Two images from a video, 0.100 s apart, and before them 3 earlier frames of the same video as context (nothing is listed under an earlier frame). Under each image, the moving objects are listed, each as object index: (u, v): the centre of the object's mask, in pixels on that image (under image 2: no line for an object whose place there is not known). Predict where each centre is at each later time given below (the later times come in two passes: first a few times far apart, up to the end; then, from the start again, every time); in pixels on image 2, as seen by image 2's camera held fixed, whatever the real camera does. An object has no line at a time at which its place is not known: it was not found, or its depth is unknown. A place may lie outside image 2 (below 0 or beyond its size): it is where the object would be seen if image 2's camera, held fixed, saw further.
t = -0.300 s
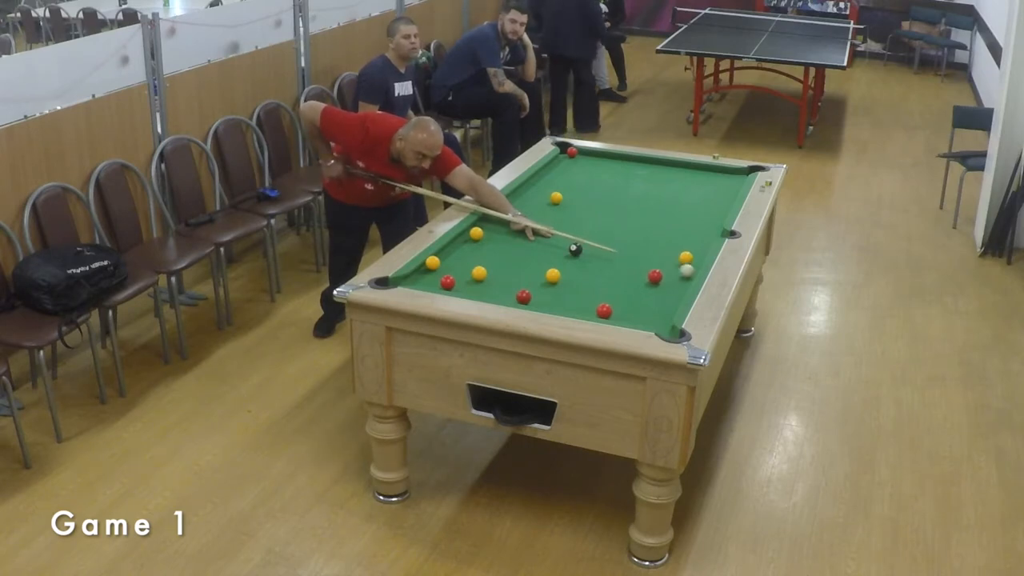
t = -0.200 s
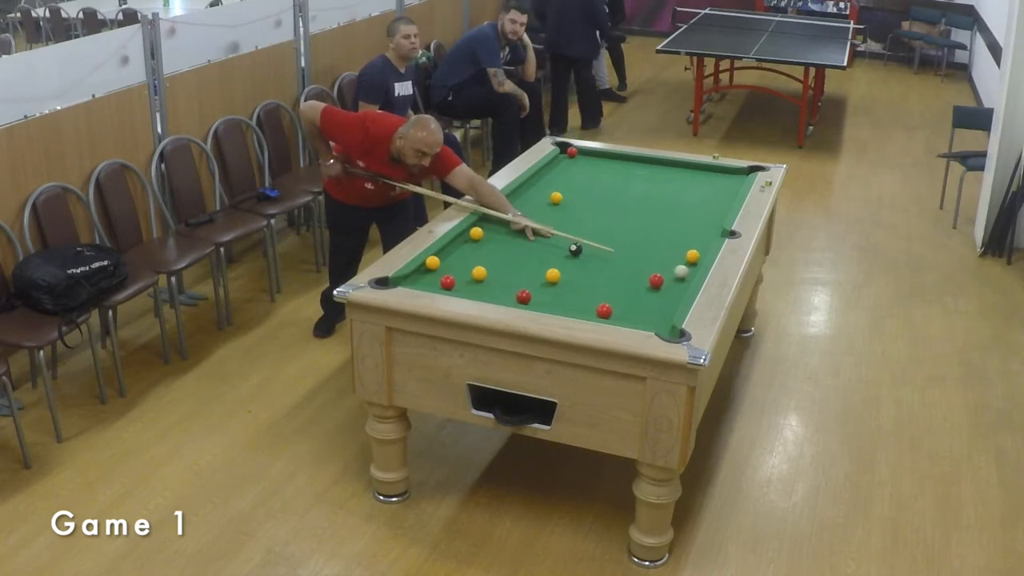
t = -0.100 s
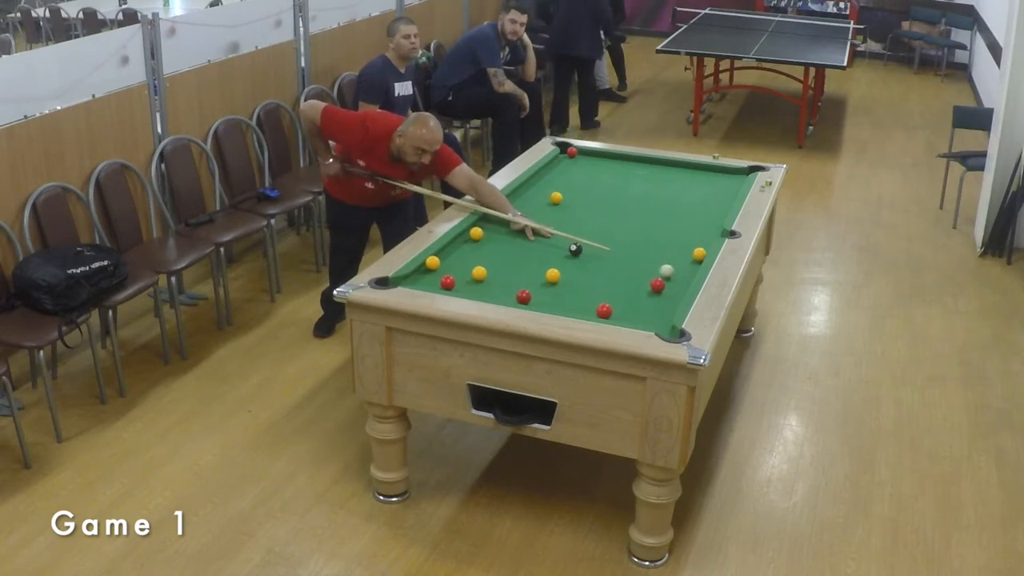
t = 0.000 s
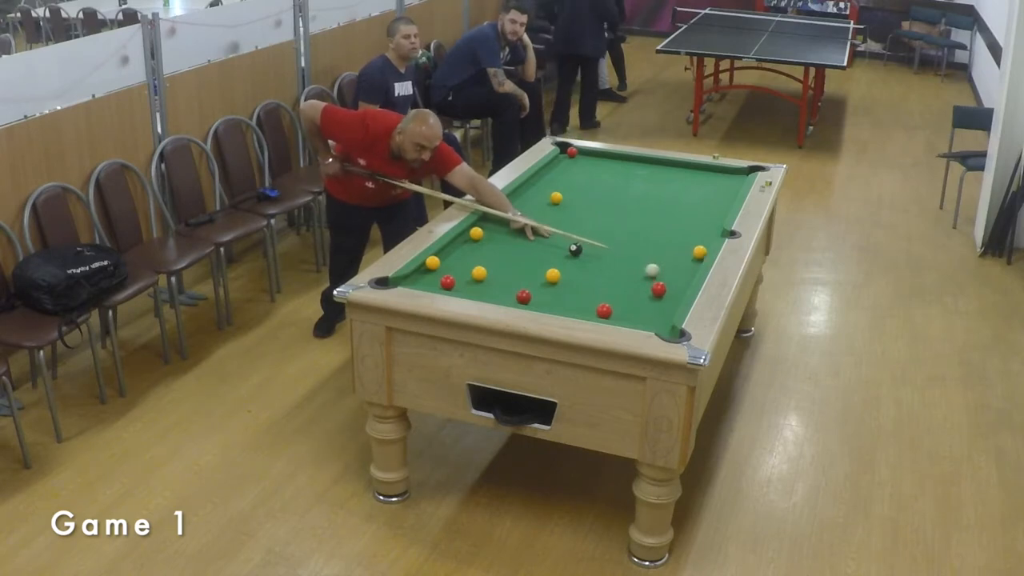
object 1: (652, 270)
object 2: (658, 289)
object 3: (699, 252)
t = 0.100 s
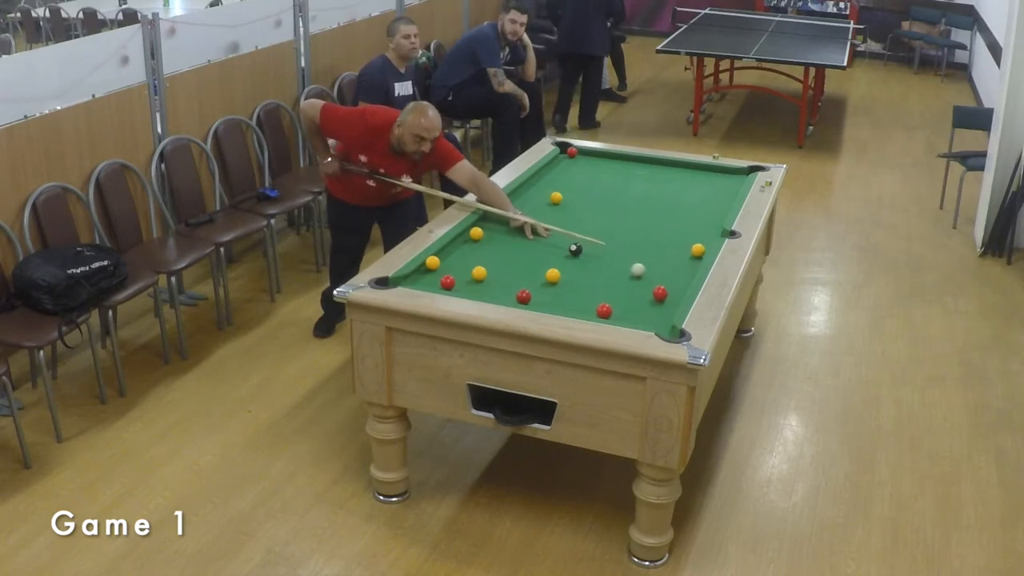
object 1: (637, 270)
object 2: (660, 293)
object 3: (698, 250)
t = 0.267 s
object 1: (614, 268)
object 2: (662, 300)
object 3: (695, 246)
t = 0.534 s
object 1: (579, 267)
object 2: (665, 311)
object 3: (691, 242)
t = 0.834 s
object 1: (541, 265)
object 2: (660, 321)
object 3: (687, 237)
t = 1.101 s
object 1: (509, 264)
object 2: (654, 326)
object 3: (684, 233)
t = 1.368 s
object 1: (480, 261)
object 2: (657, 325)
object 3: (682, 230)
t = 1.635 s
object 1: (452, 262)
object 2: (664, 325)
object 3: (679, 228)
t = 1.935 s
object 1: (442, 259)
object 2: (662, 323)
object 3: (677, 227)
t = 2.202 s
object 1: (437, 256)
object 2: (661, 323)
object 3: (677, 225)
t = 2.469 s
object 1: (441, 257)
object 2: (661, 323)
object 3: (676, 225)
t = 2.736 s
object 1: (443, 257)
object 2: (660, 323)
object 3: (676, 225)
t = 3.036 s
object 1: (444, 257)
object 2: (660, 323)
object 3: (675, 225)
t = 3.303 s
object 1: (444, 257)
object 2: (661, 323)
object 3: (676, 225)
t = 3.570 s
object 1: (444, 257)
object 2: (661, 323)
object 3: (675, 225)
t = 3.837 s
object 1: (444, 257)
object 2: (661, 323)
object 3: (675, 225)
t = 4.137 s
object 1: (444, 257)
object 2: (660, 323)
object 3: (675, 225)
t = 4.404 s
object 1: (444, 257)
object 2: (661, 323)
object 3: (675, 225)
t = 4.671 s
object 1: (444, 257)
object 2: (661, 323)
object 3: (675, 225)
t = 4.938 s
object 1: (444, 257)
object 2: (661, 323)
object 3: (675, 225)
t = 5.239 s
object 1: (444, 257)
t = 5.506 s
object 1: (443, 257)
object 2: (660, 323)
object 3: (675, 225)
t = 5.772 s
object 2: (660, 323)
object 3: (675, 225)
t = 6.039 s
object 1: (445, 257)
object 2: (660, 323)
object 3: (675, 225)
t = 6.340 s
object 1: (444, 257)
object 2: (660, 323)
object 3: (675, 225)
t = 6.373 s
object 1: (444, 257)
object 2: (661, 323)
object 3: (675, 225)
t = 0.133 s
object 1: (633, 269)
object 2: (660, 294)
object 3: (697, 249)
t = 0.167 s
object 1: (628, 269)
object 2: (661, 296)
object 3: (696, 248)
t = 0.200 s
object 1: (624, 269)
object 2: (661, 297)
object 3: (696, 248)
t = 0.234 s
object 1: (619, 269)
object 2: (661, 298)
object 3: (695, 247)
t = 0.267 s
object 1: (614, 268)
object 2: (662, 300)
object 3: (695, 246)
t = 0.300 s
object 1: (610, 268)
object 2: (662, 301)
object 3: (694, 246)
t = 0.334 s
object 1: (605, 268)
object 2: (663, 303)
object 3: (694, 245)
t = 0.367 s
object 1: (601, 268)
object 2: (663, 304)
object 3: (693, 244)
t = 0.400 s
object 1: (596, 268)
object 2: (663, 306)
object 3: (693, 244)
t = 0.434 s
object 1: (592, 268)
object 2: (664, 307)
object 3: (692, 243)
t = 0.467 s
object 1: (588, 268)
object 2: (664, 308)
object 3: (692, 243)
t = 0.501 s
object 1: (583, 267)
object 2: (665, 310)
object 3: (691, 242)
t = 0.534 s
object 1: (579, 267)
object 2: (665, 311)
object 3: (691, 242)
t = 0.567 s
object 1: (574, 267)
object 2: (666, 313)
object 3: (690, 241)
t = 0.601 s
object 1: (570, 267)
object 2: (666, 314)
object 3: (690, 240)
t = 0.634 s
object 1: (566, 267)
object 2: (666, 315)
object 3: (690, 240)
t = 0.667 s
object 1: (562, 266)
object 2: (666, 316)
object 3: (689, 239)
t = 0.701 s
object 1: (558, 265)
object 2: (665, 317)
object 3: (689, 239)
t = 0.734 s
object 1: (553, 264)
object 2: (664, 318)
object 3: (688, 238)
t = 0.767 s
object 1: (549, 264)
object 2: (663, 319)
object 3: (688, 238)
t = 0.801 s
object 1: (545, 265)
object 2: (662, 320)
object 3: (687, 237)
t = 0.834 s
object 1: (541, 265)
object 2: (660, 321)
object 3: (687, 237)
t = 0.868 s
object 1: (537, 265)
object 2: (659, 321)
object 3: (687, 237)
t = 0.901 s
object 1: (533, 265)
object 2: (658, 322)
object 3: (686, 236)
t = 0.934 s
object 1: (529, 265)
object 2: (657, 323)
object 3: (686, 236)
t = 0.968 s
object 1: (525, 265)
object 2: (656, 324)
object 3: (686, 235)
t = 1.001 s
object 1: (521, 265)
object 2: (656, 325)
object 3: (685, 235)
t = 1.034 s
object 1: (517, 264)
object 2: (655, 325)
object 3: (685, 234)
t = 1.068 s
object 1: (513, 264)
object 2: (654, 325)
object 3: (685, 234)
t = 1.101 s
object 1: (509, 264)
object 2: (654, 326)
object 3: (684, 233)
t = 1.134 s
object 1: (506, 264)
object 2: (653, 326)
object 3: (684, 233)
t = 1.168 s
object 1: (502, 264)
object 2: (653, 326)
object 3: (683, 233)
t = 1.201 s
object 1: (498, 264)
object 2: (654, 326)
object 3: (683, 232)
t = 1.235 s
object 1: (494, 264)
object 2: (655, 326)
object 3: (683, 232)
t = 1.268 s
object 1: (491, 263)
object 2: (655, 326)
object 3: (683, 232)
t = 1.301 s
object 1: (487, 263)
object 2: (656, 326)
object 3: (682, 231)
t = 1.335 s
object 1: (484, 262)
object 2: (657, 326)
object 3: (682, 231)
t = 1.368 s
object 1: (480, 261)
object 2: (657, 325)
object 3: (682, 230)
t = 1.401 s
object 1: (476, 262)
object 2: (658, 326)
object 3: (681, 230)
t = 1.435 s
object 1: (472, 262)
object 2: (659, 325)
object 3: (681, 230)
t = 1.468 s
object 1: (469, 262)
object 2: (660, 326)
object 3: (681, 230)
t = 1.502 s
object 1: (466, 262)
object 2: (661, 325)
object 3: (681, 229)
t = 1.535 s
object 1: (462, 262)
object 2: (661, 325)
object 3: (680, 229)
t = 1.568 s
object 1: (459, 262)
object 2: (662, 325)
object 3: (680, 229)
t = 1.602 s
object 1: (456, 262)
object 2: (663, 325)
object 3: (680, 229)
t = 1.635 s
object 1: (452, 262)
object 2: (664, 325)
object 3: (679, 228)
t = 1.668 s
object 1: (449, 262)
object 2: (664, 324)
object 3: (679, 228)
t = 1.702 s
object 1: (446, 261)
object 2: (664, 324)
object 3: (679, 228)
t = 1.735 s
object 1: (446, 261)
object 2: (664, 324)
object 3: (679, 227)
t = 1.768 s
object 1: (445, 261)
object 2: (663, 324)
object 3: (678, 227)
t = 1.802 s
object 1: (444, 260)
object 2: (663, 324)
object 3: (678, 227)
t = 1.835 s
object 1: (443, 260)
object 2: (663, 324)
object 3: (678, 227)
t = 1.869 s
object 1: (443, 260)
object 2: (663, 324)
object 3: (678, 227)
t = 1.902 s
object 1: (442, 259)
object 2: (662, 323)
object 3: (677, 227)
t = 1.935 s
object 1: (442, 259)
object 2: (662, 323)
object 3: (677, 227)
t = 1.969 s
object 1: (441, 258)
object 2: (662, 323)
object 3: (677, 226)
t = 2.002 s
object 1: (440, 257)
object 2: (661, 323)
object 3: (677, 226)
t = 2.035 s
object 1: (439, 257)
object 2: (661, 323)
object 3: (677, 226)
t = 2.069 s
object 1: (438, 256)
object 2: (661, 323)
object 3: (677, 226)
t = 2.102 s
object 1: (438, 256)
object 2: (661, 323)
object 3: (677, 226)
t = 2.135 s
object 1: (437, 256)
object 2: (660, 323)
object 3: (677, 226)
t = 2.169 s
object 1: (437, 256)
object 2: (660, 323)
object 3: (676, 226)
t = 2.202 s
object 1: (437, 256)
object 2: (661, 323)
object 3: (677, 225)
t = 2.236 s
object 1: (438, 256)
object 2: (660, 323)
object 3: (676, 225)
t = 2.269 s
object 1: (438, 256)
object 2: (660, 323)
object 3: (676, 225)
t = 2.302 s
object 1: (438, 256)
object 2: (660, 323)
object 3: (676, 225)
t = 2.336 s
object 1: (439, 257)
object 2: (661, 323)
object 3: (676, 225)
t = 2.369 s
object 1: (439, 257)
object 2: (661, 323)
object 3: (676, 225)
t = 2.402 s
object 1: (440, 257)
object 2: (660, 323)
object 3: (676, 225)
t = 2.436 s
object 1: (440, 257)
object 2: (661, 323)
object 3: (676, 225)
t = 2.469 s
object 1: (441, 257)
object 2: (661, 323)
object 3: (676, 225)
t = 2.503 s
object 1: (441, 257)
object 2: (660, 323)
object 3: (676, 225)
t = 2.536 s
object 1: (441, 257)
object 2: (661, 323)
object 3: (676, 225)
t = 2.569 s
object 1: (441, 257)
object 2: (660, 323)
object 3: (676, 225)
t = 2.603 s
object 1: (442, 257)
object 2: (661, 323)
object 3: (676, 225)
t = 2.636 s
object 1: (442, 257)
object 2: (660, 323)
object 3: (676, 225)
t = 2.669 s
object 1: (442, 257)
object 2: (660, 323)
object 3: (676, 225)
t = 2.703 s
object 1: (443, 257)
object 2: (661, 323)
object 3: (676, 225)
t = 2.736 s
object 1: (443, 257)
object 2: (660, 323)
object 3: (676, 225)
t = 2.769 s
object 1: (443, 257)
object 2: (661, 323)
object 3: (676, 225)
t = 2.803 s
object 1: (443, 257)
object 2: (661, 323)
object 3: (676, 225)
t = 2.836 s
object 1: (444, 257)
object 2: (660, 323)
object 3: (676, 225)
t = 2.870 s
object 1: (444, 257)
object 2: (660, 323)
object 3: (675, 225)
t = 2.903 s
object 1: (444, 257)
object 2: (661, 323)
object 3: (675, 225)
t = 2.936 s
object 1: (444, 257)
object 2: (661, 323)
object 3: (676, 225)
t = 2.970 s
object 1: (444, 257)
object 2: (661, 323)
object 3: (675, 225)
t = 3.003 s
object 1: (444, 257)
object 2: (660, 323)
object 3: (675, 225)
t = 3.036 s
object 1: (444, 257)
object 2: (660, 323)
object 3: (675, 225)
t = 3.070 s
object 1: (444, 257)
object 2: (661, 323)
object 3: (676, 225)
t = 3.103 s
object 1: (444, 257)
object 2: (661, 323)
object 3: (676, 225)
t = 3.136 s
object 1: (444, 257)
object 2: (660, 323)
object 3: (675, 225)
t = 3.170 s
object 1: (444, 257)
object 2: (660, 323)
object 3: (675, 225)
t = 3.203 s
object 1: (444, 257)
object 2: (660, 323)
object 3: (675, 225)
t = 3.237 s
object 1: (444, 257)
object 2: (661, 323)
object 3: (676, 225)
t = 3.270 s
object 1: (444, 257)
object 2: (660, 323)
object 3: (675, 225)
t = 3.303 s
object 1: (444, 257)
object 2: (661, 323)
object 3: (676, 225)
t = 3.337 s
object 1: (444, 257)
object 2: (661, 323)
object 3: (675, 225)
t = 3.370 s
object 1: (444, 257)
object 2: (661, 323)
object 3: (675, 225)
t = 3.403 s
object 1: (444, 257)
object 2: (660, 323)
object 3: (675, 225)
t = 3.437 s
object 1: (444, 257)
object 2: (661, 323)
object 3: (676, 225)
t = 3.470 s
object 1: (444, 257)
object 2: (661, 323)
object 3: (675, 225)
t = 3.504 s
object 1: (444, 257)
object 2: (660, 323)
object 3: (675, 225)
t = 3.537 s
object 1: (444, 257)
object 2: (661, 323)
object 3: (675, 225)
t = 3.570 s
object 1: (444, 257)
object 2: (661, 323)
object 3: (675, 225)
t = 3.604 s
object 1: (444, 257)
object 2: (661, 323)
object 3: (675, 225)
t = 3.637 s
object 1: (444, 257)
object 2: (661, 323)
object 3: (675, 225)
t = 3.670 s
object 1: (444, 257)
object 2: (661, 323)
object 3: (675, 225)
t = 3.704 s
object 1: (444, 257)
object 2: (660, 323)
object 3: (675, 225)
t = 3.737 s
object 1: (444, 257)
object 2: (661, 323)
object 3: (675, 225)
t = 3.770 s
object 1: (444, 257)
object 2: (661, 323)
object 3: (675, 225)
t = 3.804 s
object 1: (444, 257)
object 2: (661, 323)
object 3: (675, 225)
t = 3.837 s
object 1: (444, 257)
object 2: (661, 323)
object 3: (675, 225)
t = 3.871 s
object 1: (444, 257)
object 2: (661, 323)
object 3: (675, 225)
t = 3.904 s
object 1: (444, 257)
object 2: (661, 323)
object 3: (675, 225)
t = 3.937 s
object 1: (444, 257)
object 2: (661, 323)
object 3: (675, 225)
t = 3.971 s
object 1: (444, 257)
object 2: (660, 323)
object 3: (675, 225)
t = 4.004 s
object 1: (444, 257)
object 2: (660, 323)
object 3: (675, 225)
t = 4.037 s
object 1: (444, 257)
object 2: (661, 323)
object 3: (675, 225)
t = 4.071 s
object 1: (444, 257)
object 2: (661, 323)
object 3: (675, 225)
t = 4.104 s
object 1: (444, 257)
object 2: (661, 323)
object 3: (675, 225)
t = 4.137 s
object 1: (444, 257)
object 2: (660, 323)
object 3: (675, 225)
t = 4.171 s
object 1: (444, 257)
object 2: (661, 323)
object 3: (675, 225)
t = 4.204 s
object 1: (444, 257)
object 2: (661, 323)
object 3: (675, 225)
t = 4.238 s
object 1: (444, 257)
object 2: (661, 323)
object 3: (675, 225)
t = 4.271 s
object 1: (444, 257)
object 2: (661, 323)
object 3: (675, 225)
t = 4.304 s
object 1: (444, 257)
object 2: (661, 323)
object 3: (675, 225)
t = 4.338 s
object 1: (444, 257)
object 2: (661, 323)
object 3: (675, 225)
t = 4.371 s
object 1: (444, 257)
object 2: (661, 323)
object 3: (675, 225)
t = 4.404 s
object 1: (444, 257)
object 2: (661, 323)
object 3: (675, 225)
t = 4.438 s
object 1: (444, 257)
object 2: (660, 323)
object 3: (675, 225)
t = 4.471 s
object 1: (444, 257)
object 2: (660, 323)
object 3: (675, 225)
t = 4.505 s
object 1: (444, 257)
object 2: (661, 323)
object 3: (675, 225)
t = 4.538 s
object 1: (444, 257)
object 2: (661, 323)
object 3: (675, 225)
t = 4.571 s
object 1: (444, 257)
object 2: (661, 323)
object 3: (675, 225)
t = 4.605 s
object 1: (444, 257)
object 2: (661, 323)
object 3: (675, 225)
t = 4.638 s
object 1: (444, 257)
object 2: (660, 323)
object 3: (675, 225)
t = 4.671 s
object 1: (444, 257)
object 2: (661, 323)
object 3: (675, 225)
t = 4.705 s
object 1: (444, 257)
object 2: (661, 323)
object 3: (675, 225)
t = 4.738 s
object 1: (444, 257)
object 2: (661, 323)
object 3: (675, 225)
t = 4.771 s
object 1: (444, 257)
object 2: (661, 323)
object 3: (675, 225)
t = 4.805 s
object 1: (444, 257)
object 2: (661, 323)
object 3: (675, 225)
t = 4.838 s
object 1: (444, 257)
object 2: (661, 323)
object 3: (675, 225)
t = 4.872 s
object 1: (444, 257)
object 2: (661, 323)
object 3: (675, 225)
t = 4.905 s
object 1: (444, 257)
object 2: (660, 323)
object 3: (675, 225)
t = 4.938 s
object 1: (444, 257)
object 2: (661, 323)
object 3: (675, 225)
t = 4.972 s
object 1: (444, 257)
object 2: (660, 323)
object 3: (675, 225)
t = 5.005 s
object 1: (444, 257)
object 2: (661, 323)
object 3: (676, 225)
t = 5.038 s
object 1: (444, 257)
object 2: (659, 323)
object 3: (676, 225)
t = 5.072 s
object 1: (444, 257)
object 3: (675, 225)
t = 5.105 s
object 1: (444, 257)
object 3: (675, 225)
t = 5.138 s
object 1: (444, 257)
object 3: (674, 224)
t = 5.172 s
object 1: (444, 257)
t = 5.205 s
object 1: (444, 257)
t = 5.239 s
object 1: (444, 257)
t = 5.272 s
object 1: (444, 257)
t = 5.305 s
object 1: (444, 257)
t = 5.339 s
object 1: (444, 257)
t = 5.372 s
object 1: (444, 257)
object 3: (676, 222)
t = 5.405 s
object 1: (444, 257)
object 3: (675, 225)
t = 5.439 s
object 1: (444, 257)
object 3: (675, 225)
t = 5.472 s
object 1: (444, 257)
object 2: (661, 323)
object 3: (675, 225)
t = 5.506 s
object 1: (443, 257)
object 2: (660, 323)
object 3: (675, 225)
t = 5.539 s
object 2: (660, 323)
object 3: (675, 225)
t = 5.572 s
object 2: (660, 323)
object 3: (675, 225)
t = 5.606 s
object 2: (660, 323)
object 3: (675, 225)
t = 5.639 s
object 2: (660, 323)
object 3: (675, 225)
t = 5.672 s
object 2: (660, 323)
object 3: (675, 225)
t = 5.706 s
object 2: (660, 323)
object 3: (675, 225)
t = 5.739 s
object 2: (660, 323)
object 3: (675, 225)
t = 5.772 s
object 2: (660, 323)
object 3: (675, 225)
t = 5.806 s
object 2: (660, 323)
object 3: (675, 225)
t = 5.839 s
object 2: (660, 323)
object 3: (675, 225)
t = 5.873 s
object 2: (660, 323)
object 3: (675, 225)
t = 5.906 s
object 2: (660, 323)
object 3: (675, 225)
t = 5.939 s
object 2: (660, 323)
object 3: (675, 225)
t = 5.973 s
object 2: (660, 323)
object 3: (675, 225)
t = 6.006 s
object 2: (660, 323)
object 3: (675, 225)
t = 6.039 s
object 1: (445, 257)
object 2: (660, 323)
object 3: (675, 225)
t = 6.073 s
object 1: (444, 257)
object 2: (660, 323)
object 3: (675, 225)
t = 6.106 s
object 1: (444, 257)
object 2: (660, 323)
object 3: (675, 225)
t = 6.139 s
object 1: (444, 257)
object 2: (660, 323)
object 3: (675, 225)
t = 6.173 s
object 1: (444, 257)
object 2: (660, 323)
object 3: (675, 225)
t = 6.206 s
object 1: (444, 257)
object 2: (660, 323)
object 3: (675, 225)
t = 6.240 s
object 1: (444, 257)
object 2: (660, 323)
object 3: (675, 225)
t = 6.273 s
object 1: (444, 257)
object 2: (661, 323)
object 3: (675, 225)
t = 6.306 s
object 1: (444, 257)
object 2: (660, 323)
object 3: (675, 225)
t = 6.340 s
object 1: (444, 257)
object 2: (660, 323)
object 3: (675, 225)
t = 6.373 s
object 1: (444, 257)
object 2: (661, 323)
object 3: (675, 225)
